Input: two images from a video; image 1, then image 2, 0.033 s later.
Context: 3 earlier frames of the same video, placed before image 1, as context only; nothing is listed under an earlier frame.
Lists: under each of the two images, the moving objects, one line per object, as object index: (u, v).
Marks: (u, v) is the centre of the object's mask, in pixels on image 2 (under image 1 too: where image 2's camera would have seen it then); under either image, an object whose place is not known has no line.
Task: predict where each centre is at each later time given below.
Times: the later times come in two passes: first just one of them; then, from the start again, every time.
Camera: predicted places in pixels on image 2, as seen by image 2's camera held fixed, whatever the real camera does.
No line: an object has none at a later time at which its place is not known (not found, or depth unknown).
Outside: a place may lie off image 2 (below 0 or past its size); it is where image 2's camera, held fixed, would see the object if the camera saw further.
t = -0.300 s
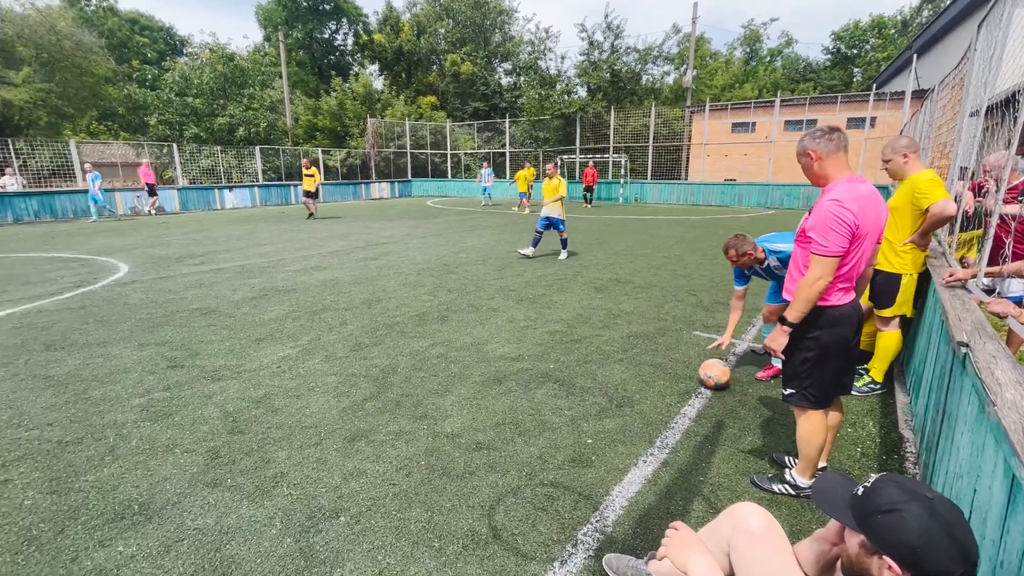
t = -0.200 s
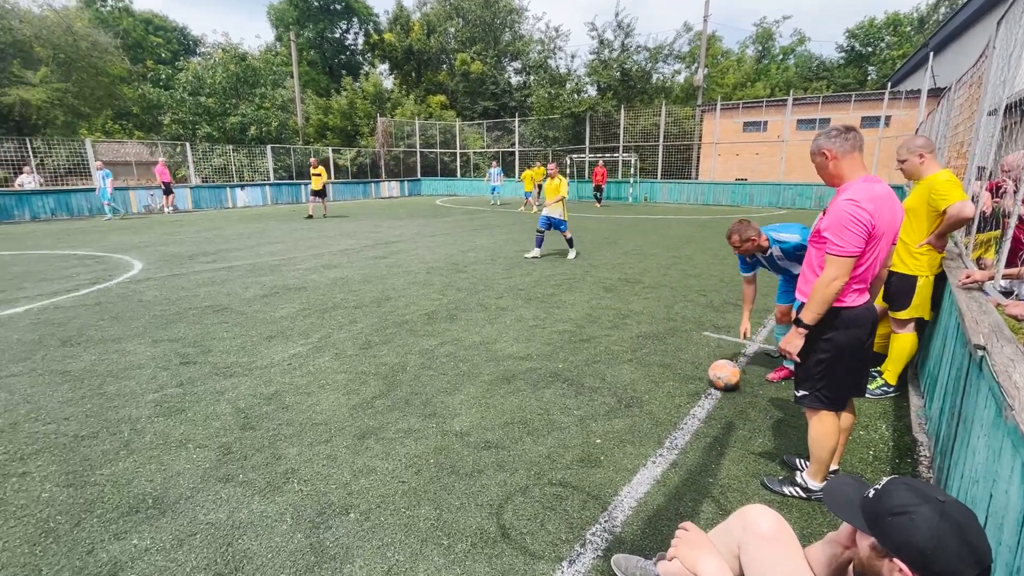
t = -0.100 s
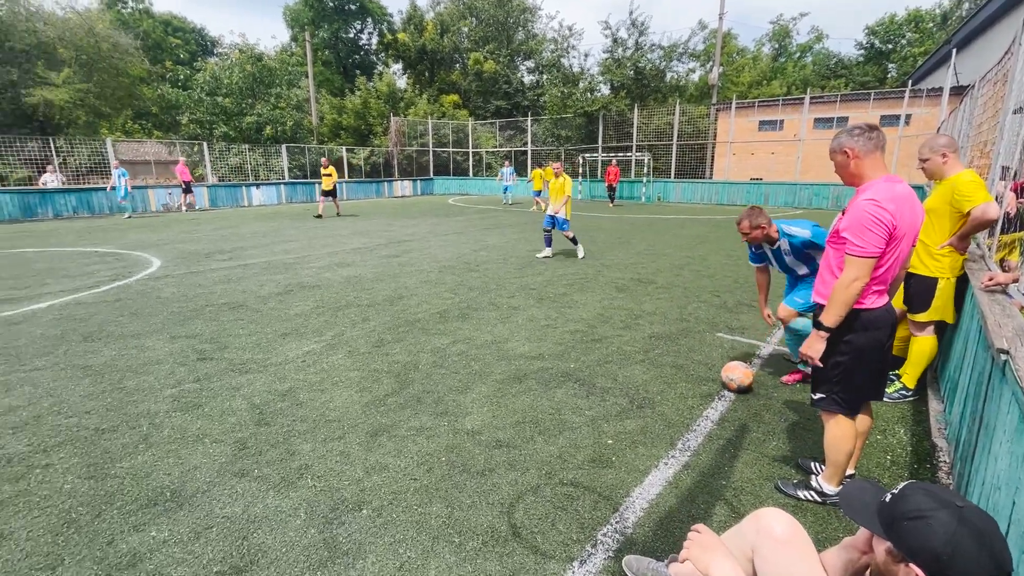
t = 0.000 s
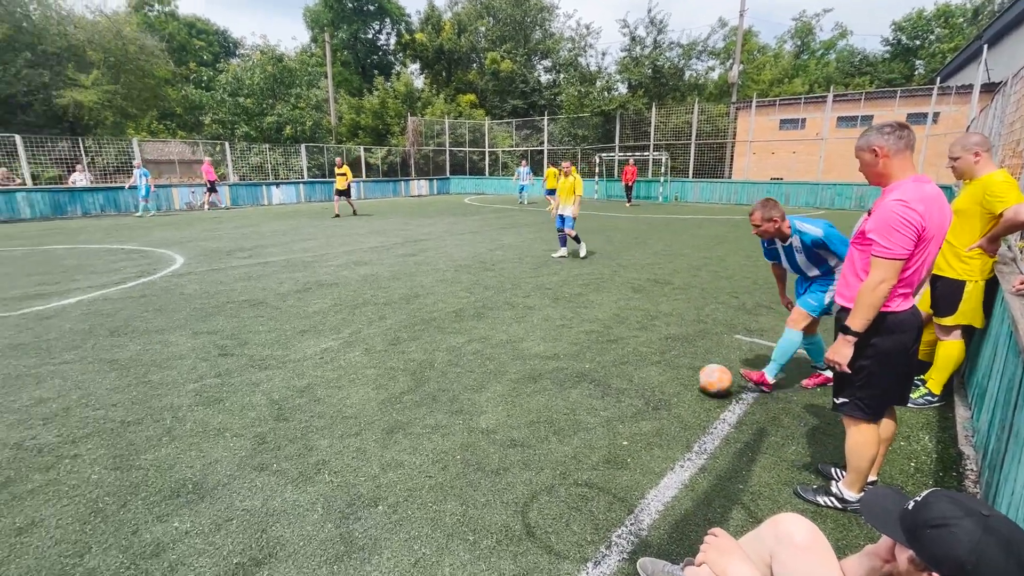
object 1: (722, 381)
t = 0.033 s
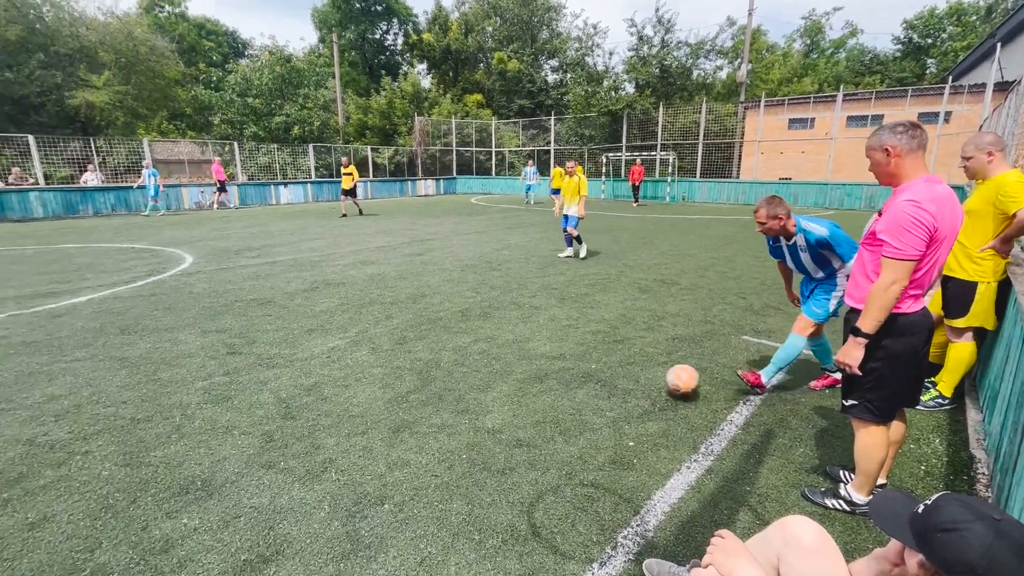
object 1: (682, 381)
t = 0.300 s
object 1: (358, 399)
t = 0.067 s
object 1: (642, 381)
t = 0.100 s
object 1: (600, 384)
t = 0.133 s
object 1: (557, 391)
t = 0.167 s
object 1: (516, 395)
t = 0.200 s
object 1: (477, 394)
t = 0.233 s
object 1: (439, 394)
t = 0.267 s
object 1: (398, 395)
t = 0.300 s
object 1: (358, 399)
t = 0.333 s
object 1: (318, 406)
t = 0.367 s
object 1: (280, 408)
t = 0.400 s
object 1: (243, 408)
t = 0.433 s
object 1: (205, 410)
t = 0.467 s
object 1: (168, 413)
